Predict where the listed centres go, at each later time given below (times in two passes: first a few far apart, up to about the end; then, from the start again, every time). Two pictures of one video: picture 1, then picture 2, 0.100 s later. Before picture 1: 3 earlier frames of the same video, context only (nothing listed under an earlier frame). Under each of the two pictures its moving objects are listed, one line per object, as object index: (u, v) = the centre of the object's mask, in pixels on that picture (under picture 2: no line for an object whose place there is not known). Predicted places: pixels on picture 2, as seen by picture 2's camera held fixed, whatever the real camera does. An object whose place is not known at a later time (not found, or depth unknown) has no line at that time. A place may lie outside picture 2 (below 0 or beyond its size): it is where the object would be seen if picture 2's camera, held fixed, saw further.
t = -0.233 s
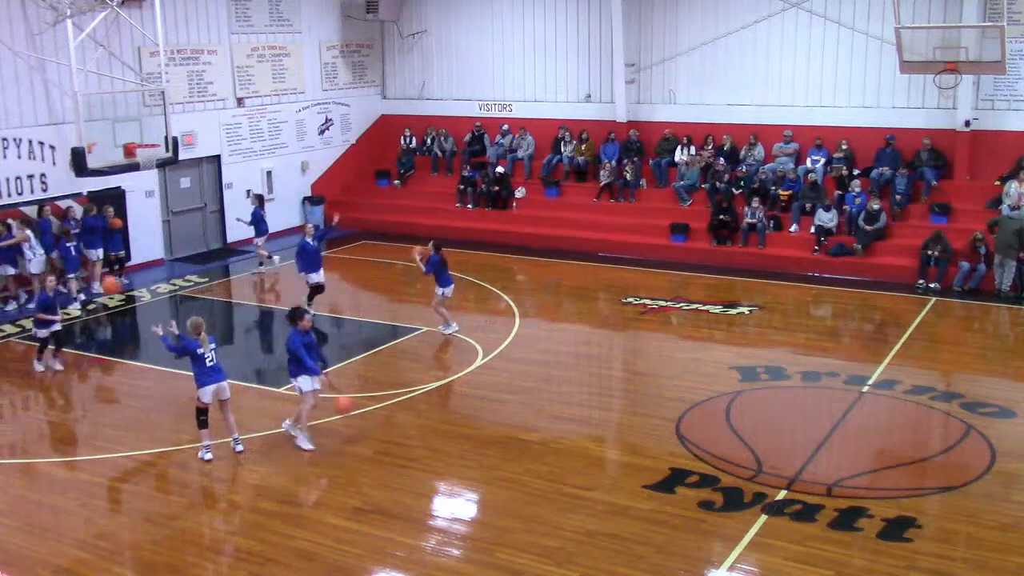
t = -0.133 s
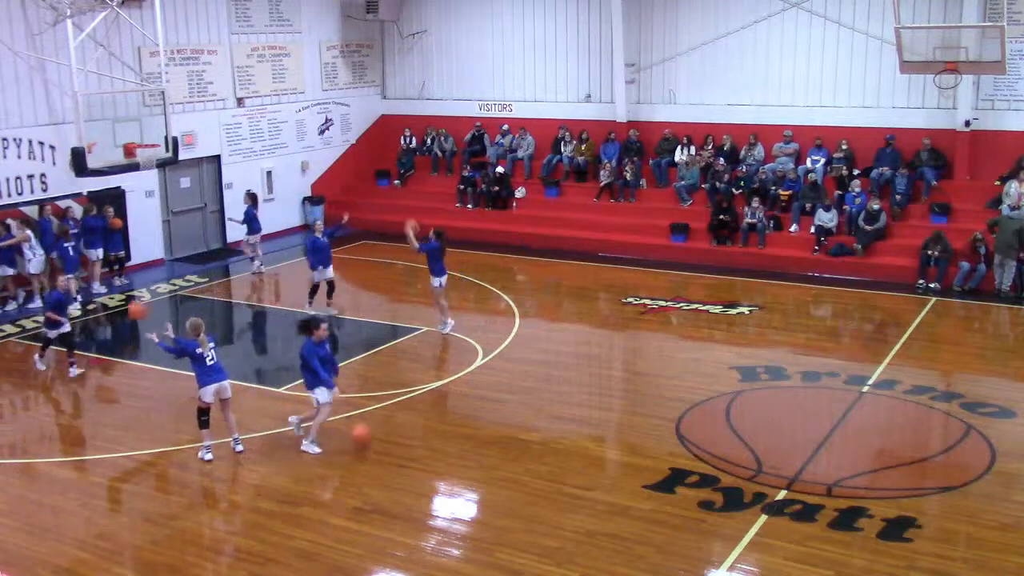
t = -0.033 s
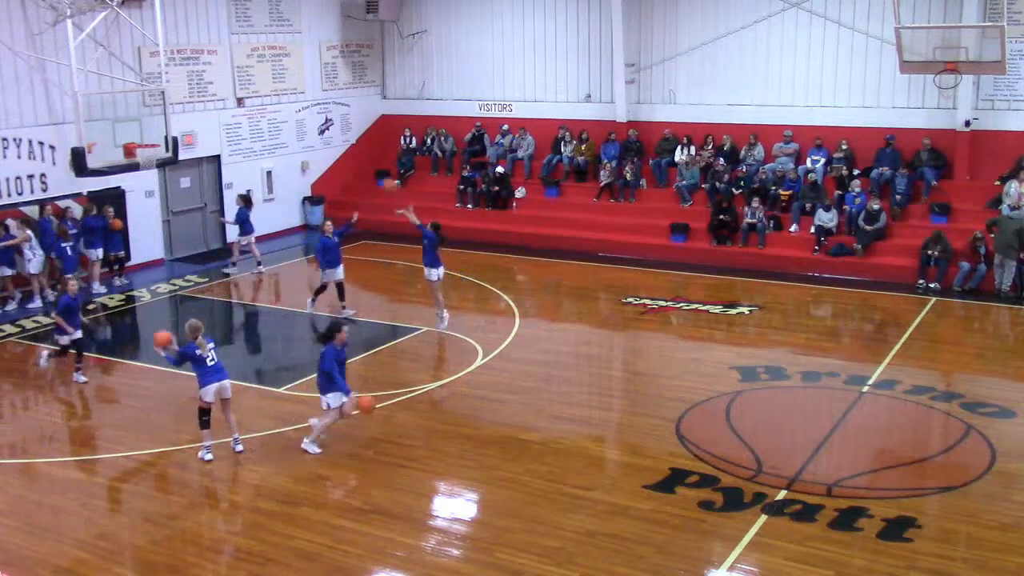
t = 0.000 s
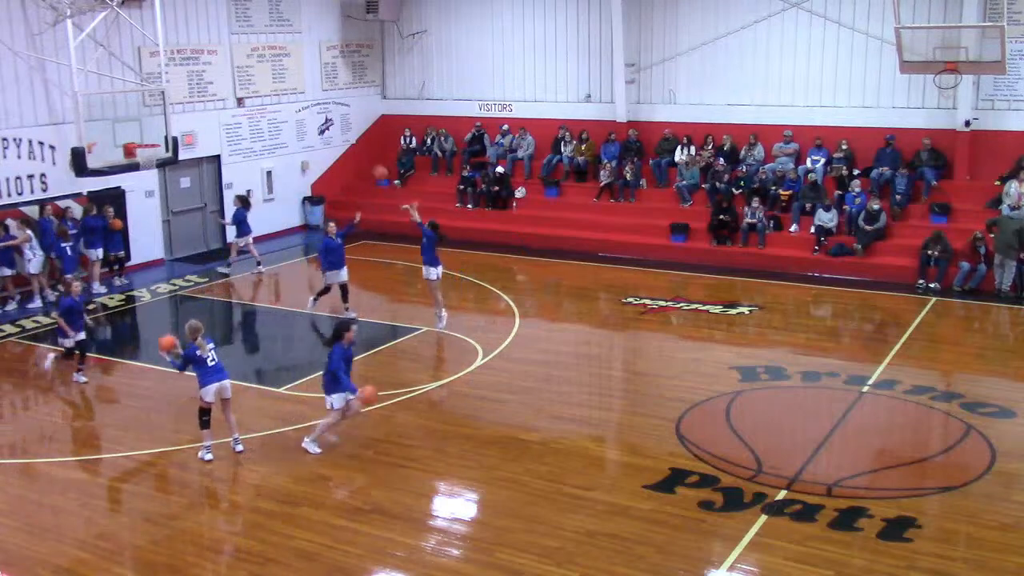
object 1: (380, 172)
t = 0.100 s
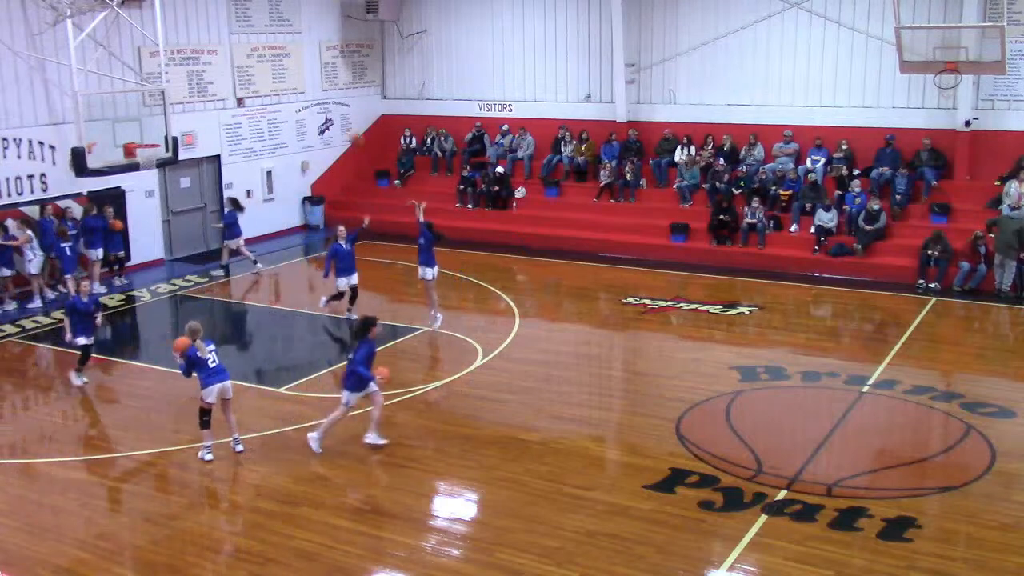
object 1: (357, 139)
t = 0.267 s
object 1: (317, 95)
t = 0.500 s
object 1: (264, 63)
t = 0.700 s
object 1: (222, 62)
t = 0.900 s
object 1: (183, 85)
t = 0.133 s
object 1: (348, 128)
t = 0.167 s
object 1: (339, 119)
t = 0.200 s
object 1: (330, 109)
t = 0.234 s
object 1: (324, 103)
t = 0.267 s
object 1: (317, 95)
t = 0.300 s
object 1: (309, 88)
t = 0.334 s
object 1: (301, 83)
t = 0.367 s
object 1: (294, 77)
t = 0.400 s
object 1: (286, 72)
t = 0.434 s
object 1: (278, 69)
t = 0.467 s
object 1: (271, 65)
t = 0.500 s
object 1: (264, 63)
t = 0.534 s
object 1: (256, 61)
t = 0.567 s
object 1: (249, 60)
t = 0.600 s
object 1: (243, 59)
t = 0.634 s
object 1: (235, 60)
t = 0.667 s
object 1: (228, 60)
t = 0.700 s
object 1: (222, 62)
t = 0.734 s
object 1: (215, 64)
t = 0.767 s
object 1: (208, 67)
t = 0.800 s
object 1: (201, 70)
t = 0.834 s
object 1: (195, 75)
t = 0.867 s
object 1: (189, 80)
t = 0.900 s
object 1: (183, 85)
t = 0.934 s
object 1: (176, 91)
